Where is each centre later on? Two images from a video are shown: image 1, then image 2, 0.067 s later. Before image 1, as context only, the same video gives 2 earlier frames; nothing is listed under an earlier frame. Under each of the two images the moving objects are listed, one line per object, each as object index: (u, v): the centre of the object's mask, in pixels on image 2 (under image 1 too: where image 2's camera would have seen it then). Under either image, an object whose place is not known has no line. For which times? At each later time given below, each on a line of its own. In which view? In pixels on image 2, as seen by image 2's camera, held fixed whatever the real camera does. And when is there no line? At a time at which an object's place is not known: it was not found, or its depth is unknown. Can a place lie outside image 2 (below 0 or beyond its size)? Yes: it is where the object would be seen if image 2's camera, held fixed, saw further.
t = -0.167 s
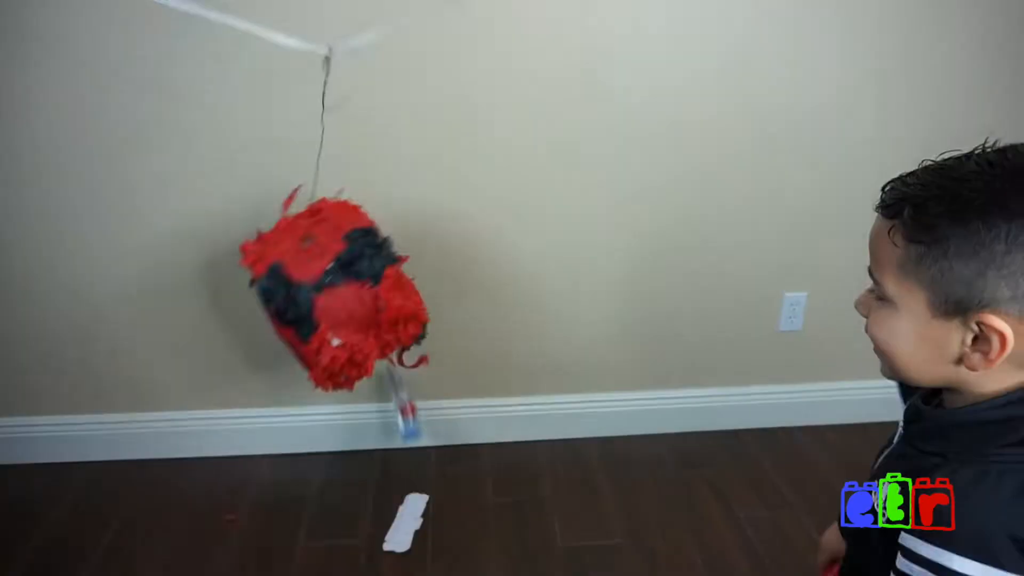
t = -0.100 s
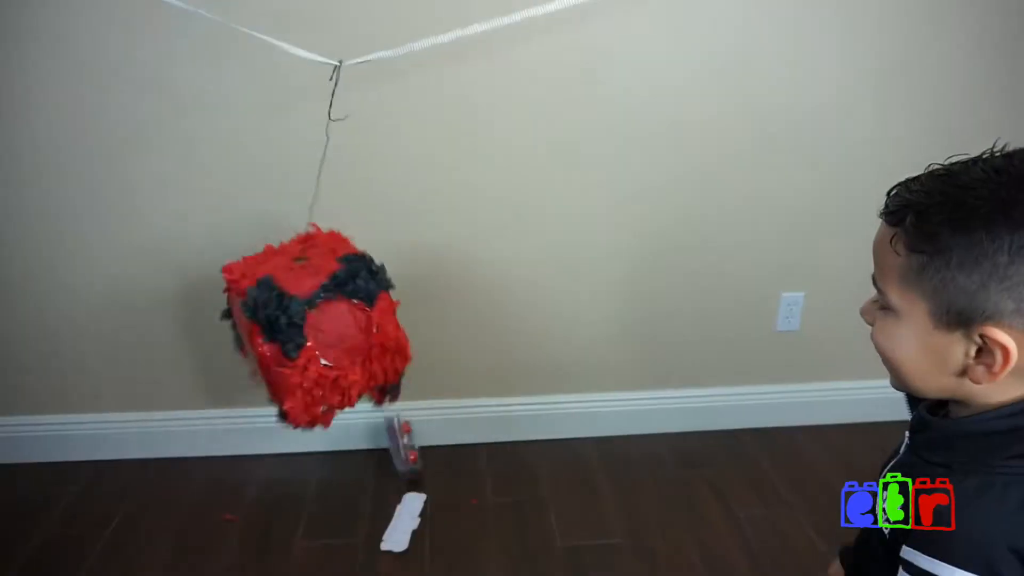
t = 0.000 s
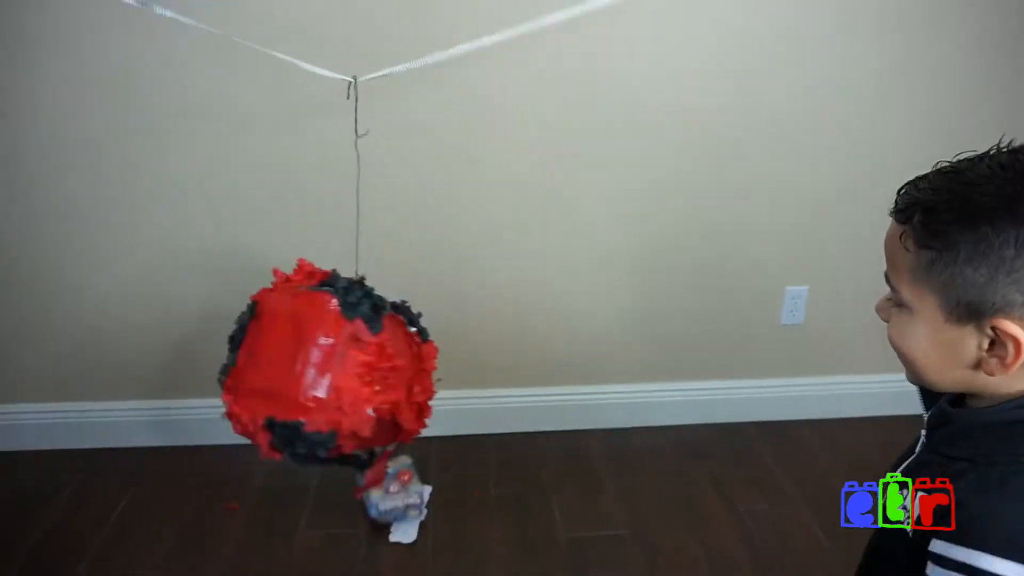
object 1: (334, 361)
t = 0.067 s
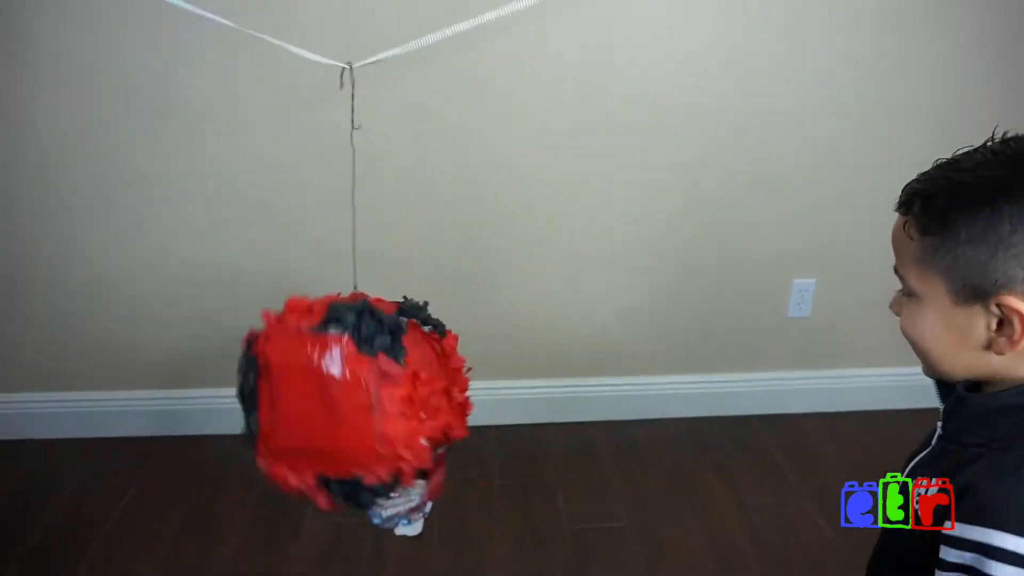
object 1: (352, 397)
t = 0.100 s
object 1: (369, 411)
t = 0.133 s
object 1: (384, 418)
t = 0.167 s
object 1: (397, 429)
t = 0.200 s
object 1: (408, 438)
